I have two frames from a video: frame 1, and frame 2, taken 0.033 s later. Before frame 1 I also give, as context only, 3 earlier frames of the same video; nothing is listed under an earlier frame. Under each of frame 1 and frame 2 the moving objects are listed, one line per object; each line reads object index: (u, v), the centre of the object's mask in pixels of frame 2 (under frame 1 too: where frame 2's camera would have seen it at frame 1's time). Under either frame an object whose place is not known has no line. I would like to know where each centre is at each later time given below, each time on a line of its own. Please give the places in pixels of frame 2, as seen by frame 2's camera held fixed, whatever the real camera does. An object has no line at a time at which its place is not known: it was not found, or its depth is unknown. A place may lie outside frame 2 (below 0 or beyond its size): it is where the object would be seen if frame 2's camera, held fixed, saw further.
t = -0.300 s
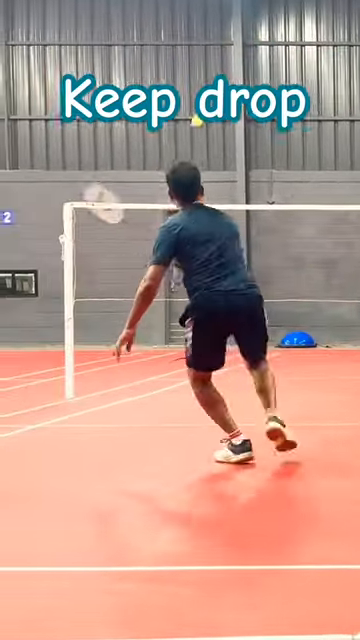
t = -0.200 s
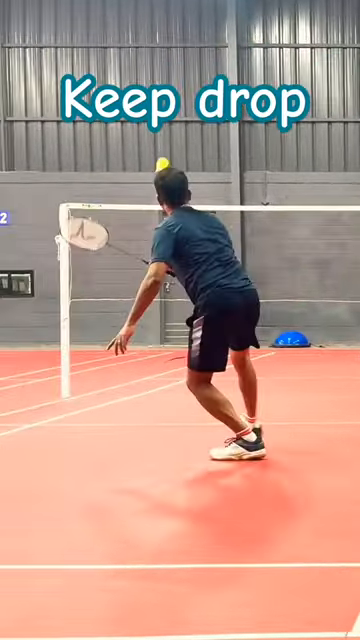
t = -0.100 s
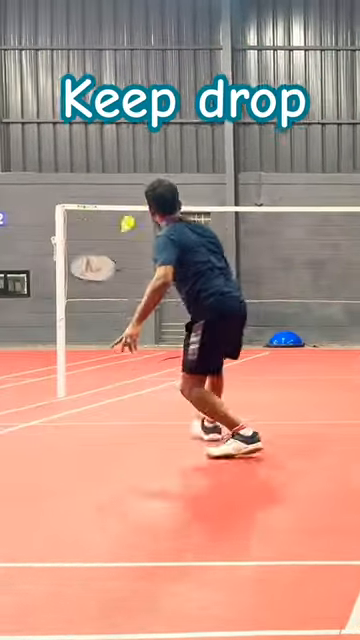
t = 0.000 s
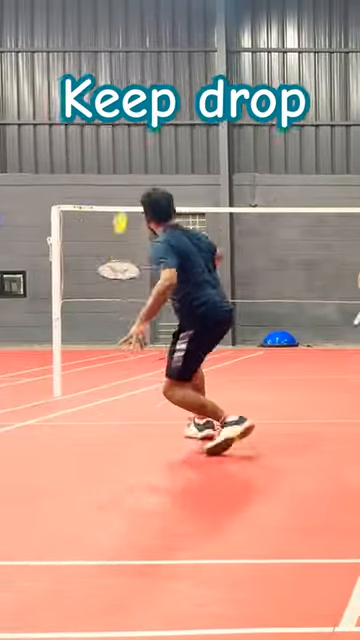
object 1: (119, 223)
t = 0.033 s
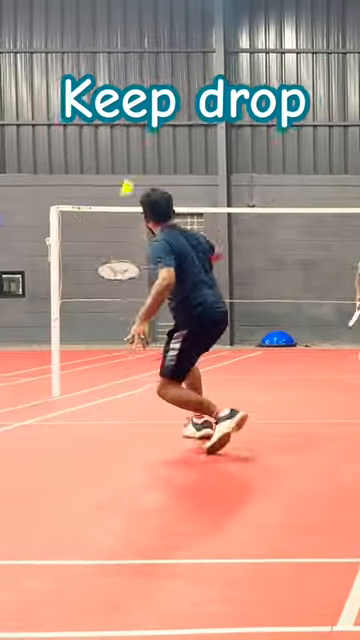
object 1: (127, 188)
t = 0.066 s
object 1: (131, 168)
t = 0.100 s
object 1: (133, 150)
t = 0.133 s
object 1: (139, 133)
